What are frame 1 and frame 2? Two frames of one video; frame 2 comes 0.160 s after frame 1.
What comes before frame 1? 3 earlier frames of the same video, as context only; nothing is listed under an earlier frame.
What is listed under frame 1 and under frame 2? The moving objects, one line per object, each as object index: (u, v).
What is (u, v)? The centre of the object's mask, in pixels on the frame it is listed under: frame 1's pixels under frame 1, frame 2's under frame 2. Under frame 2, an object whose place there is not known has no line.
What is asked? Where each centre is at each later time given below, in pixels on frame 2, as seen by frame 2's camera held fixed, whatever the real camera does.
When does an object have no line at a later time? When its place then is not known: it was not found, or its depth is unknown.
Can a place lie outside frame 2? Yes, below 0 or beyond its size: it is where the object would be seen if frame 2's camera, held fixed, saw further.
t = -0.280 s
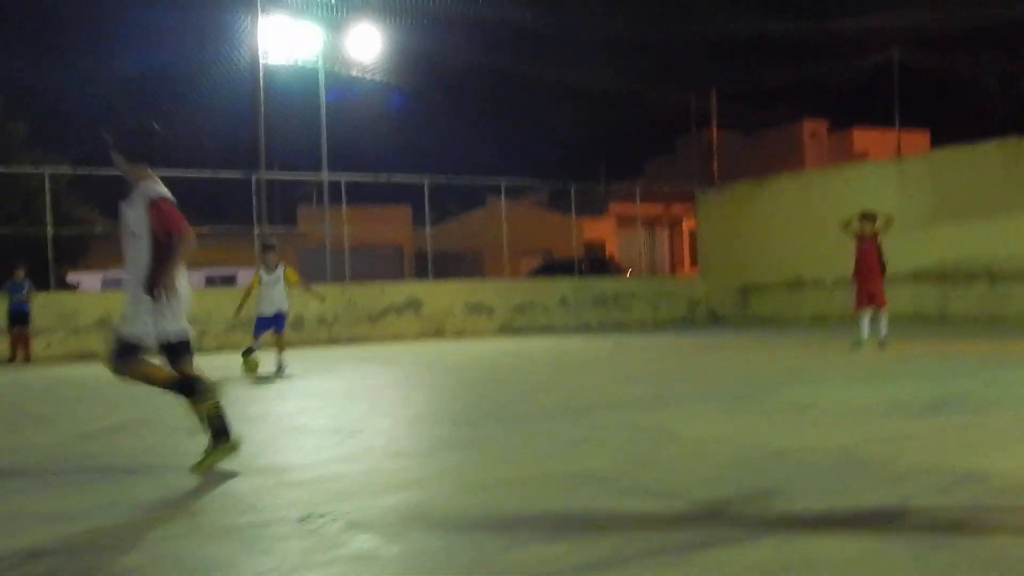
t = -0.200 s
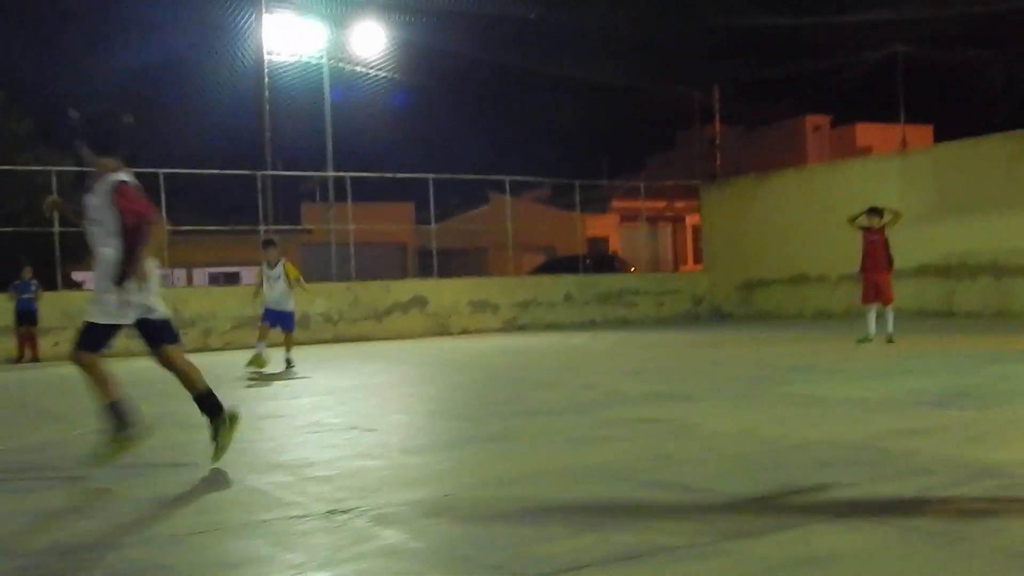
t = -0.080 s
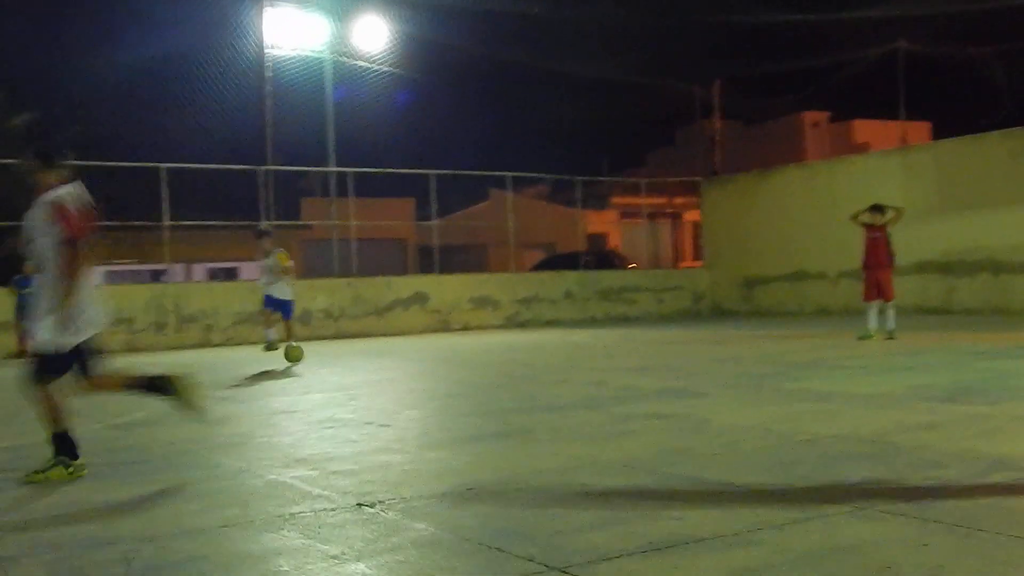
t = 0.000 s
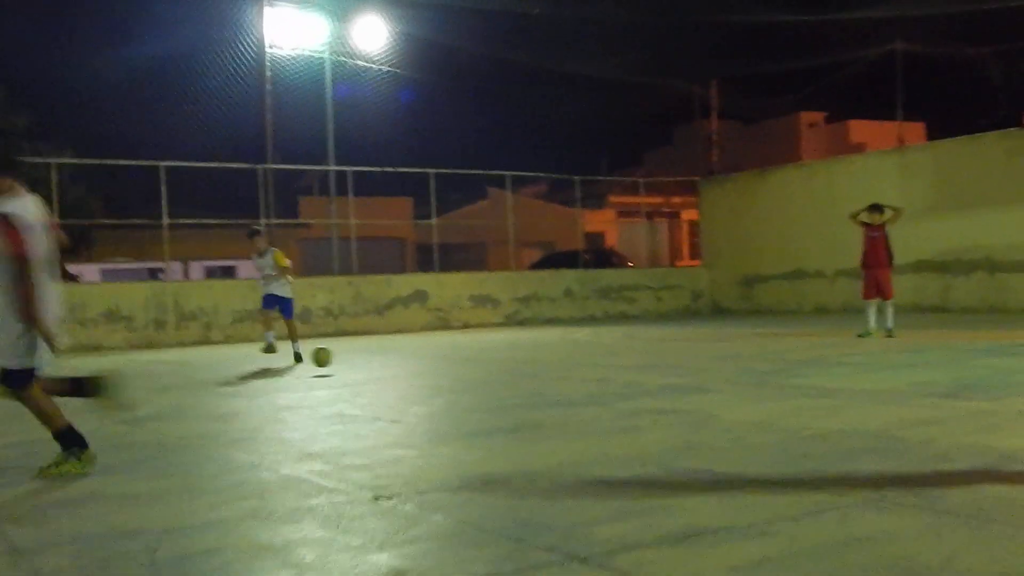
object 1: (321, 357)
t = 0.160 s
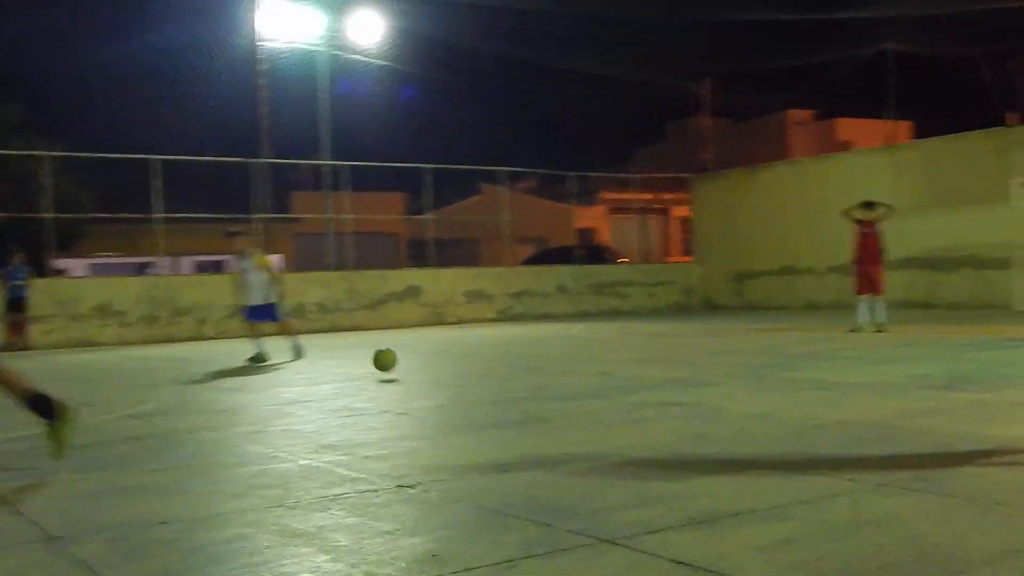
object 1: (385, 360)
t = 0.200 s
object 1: (403, 363)
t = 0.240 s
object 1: (421, 368)
